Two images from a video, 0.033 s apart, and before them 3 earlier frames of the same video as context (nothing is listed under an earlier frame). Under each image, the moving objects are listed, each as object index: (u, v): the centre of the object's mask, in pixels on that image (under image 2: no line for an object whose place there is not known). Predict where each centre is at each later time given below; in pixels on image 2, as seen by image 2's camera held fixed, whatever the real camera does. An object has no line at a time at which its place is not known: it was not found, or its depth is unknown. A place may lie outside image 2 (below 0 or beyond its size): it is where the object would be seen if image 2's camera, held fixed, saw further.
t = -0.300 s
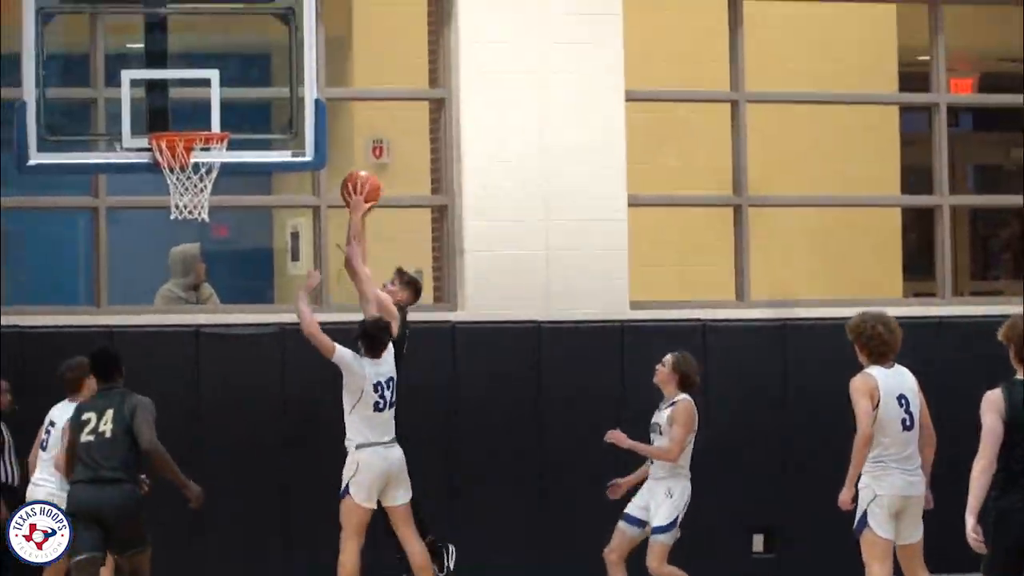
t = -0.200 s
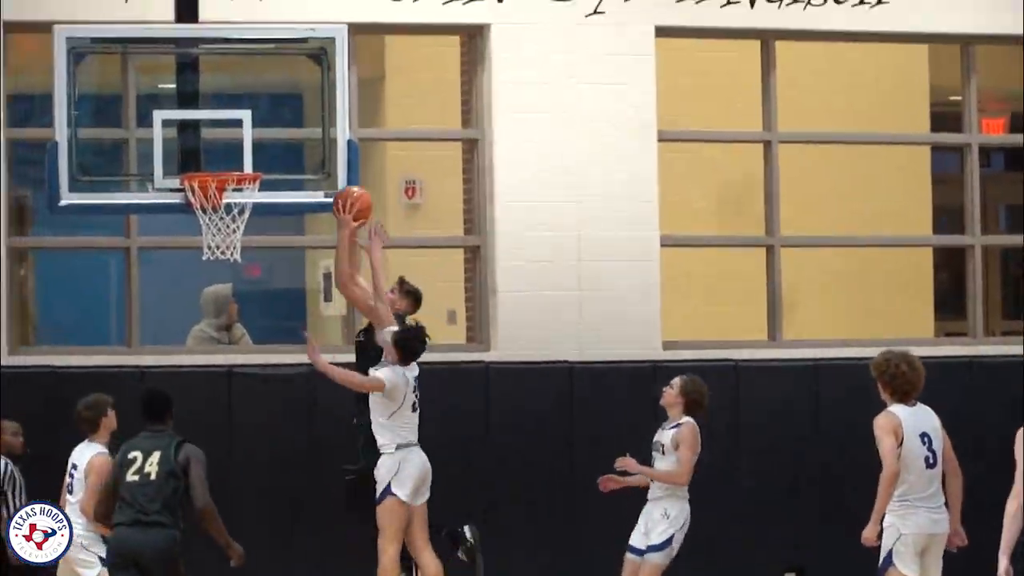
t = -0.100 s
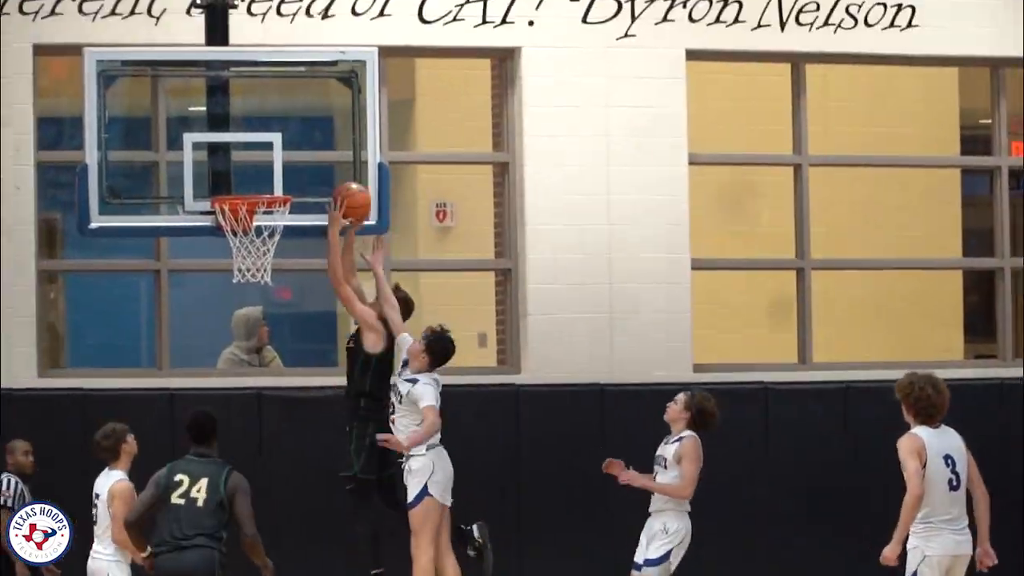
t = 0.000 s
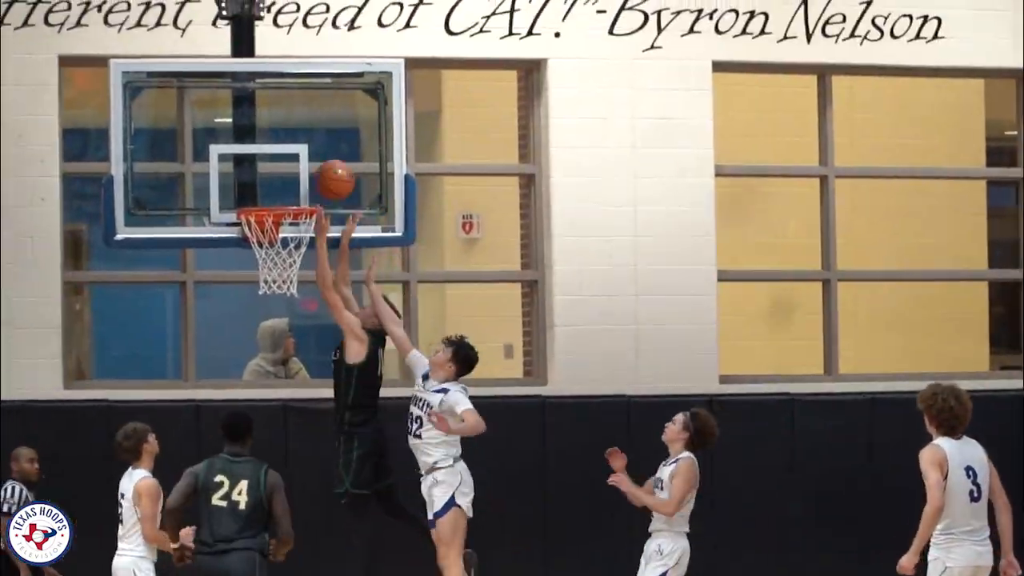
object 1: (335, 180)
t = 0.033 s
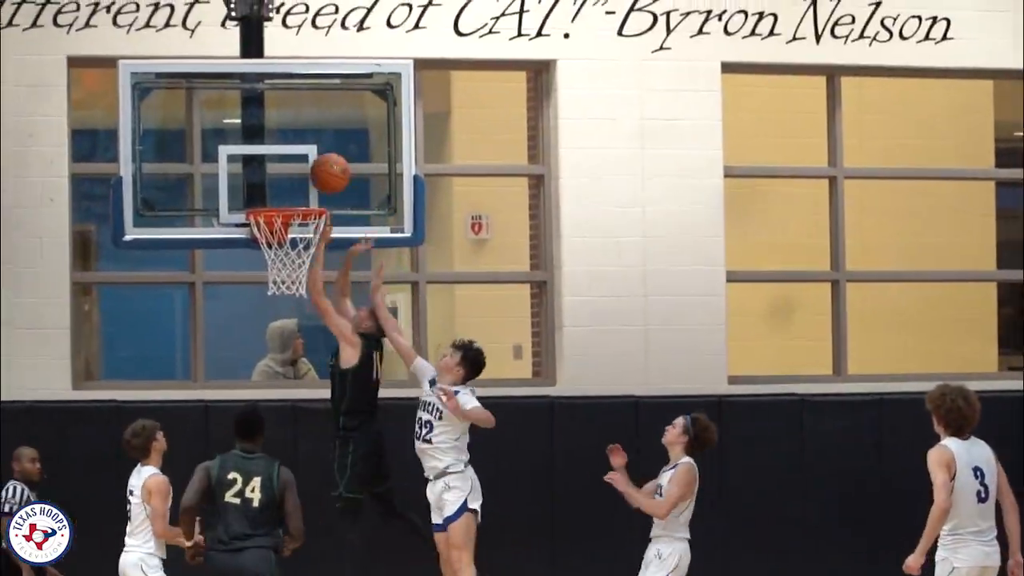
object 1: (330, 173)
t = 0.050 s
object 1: (327, 172)
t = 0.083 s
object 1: (321, 171)
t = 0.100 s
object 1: (318, 171)
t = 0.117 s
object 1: (315, 171)
